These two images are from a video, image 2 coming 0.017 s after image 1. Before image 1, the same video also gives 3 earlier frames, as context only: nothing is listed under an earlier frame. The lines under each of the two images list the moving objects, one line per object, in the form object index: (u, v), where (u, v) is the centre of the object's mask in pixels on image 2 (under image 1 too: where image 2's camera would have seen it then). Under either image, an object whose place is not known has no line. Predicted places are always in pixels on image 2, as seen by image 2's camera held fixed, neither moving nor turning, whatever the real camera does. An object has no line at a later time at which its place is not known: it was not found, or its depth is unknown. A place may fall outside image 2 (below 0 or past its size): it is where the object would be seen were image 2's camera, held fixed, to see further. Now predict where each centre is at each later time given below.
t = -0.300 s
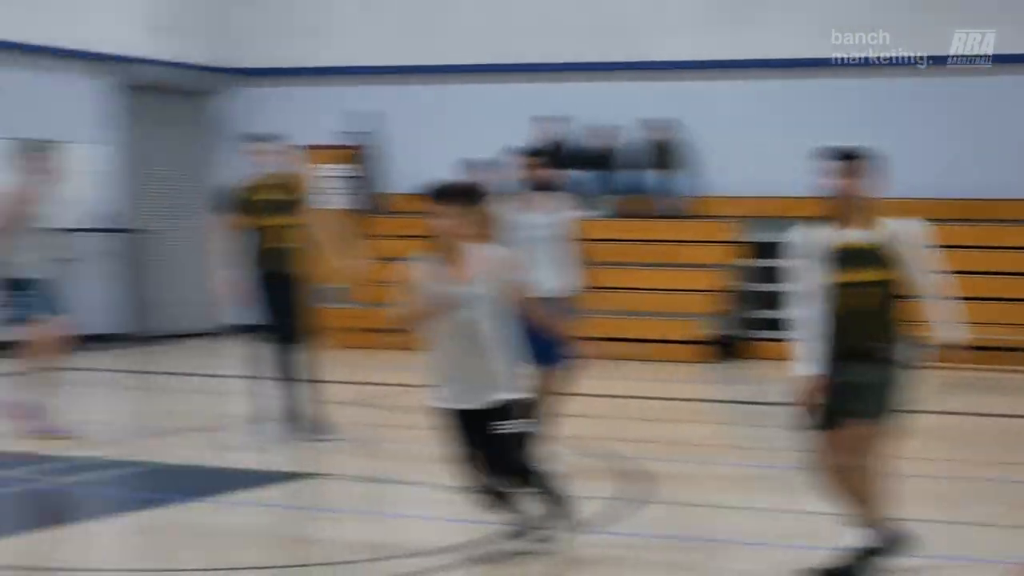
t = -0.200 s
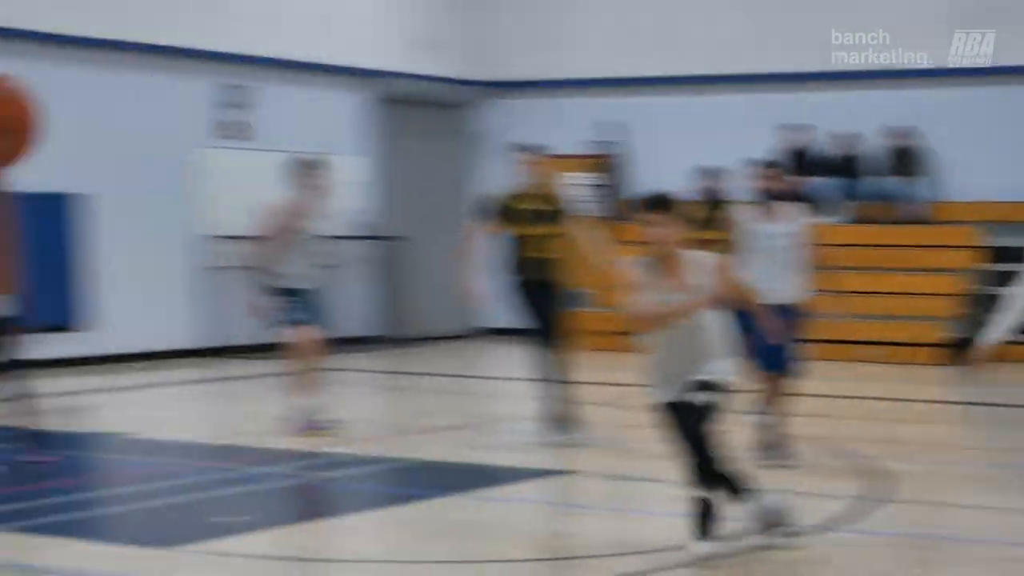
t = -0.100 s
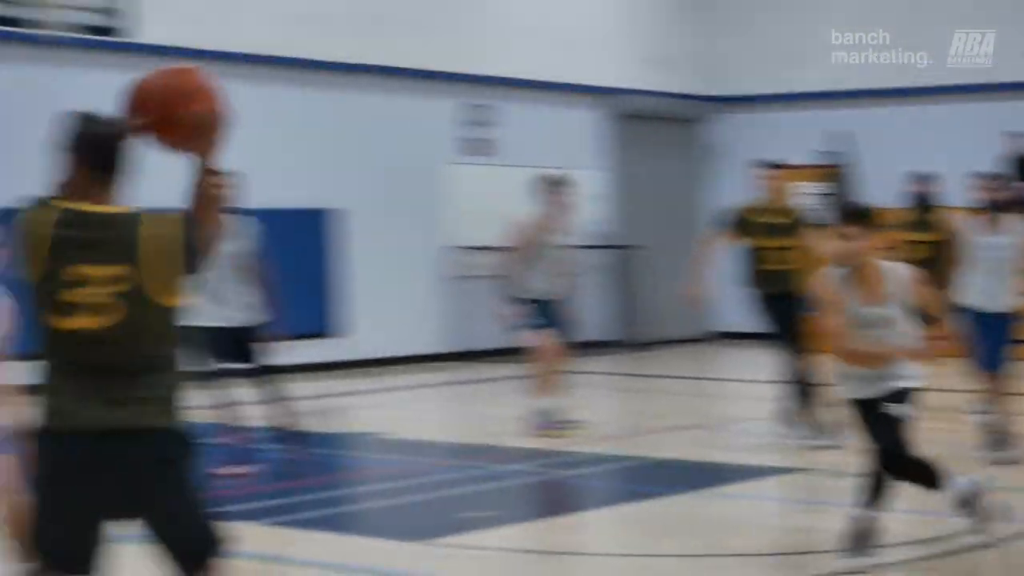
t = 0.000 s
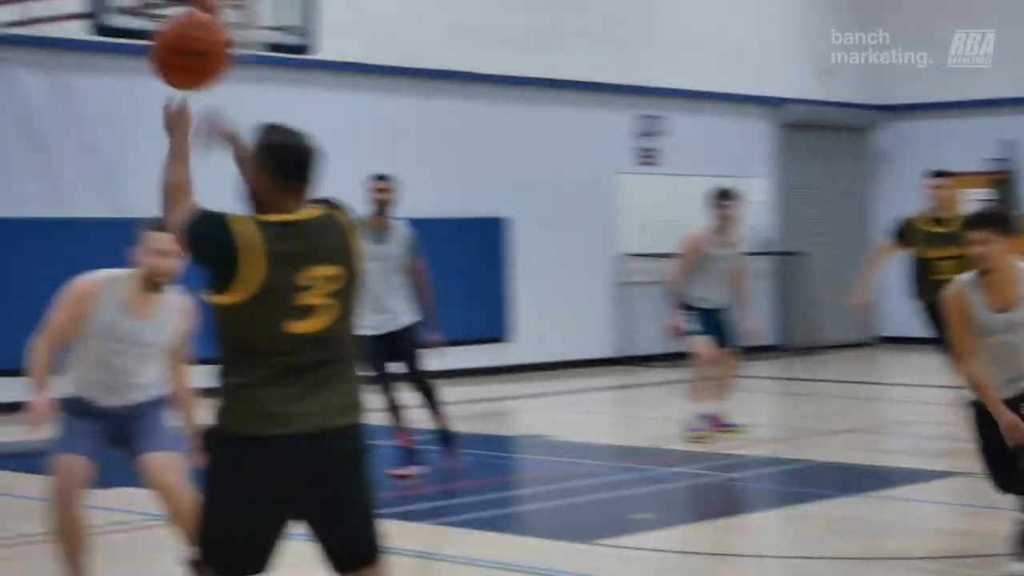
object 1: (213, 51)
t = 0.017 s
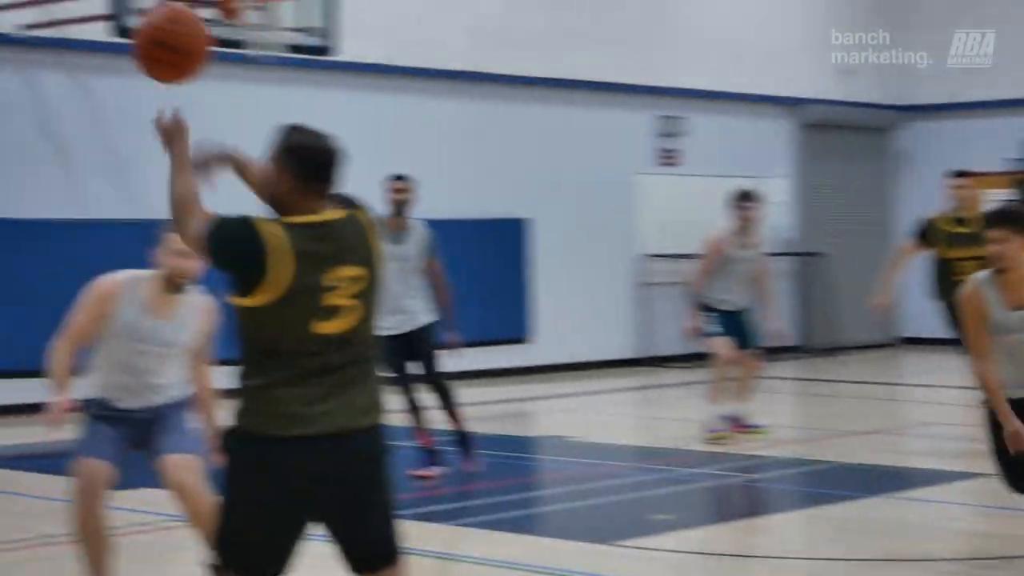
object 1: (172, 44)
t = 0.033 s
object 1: (131, 38)
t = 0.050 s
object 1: (90, 34)
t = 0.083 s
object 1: (18, 24)
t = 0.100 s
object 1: (-20, 21)
